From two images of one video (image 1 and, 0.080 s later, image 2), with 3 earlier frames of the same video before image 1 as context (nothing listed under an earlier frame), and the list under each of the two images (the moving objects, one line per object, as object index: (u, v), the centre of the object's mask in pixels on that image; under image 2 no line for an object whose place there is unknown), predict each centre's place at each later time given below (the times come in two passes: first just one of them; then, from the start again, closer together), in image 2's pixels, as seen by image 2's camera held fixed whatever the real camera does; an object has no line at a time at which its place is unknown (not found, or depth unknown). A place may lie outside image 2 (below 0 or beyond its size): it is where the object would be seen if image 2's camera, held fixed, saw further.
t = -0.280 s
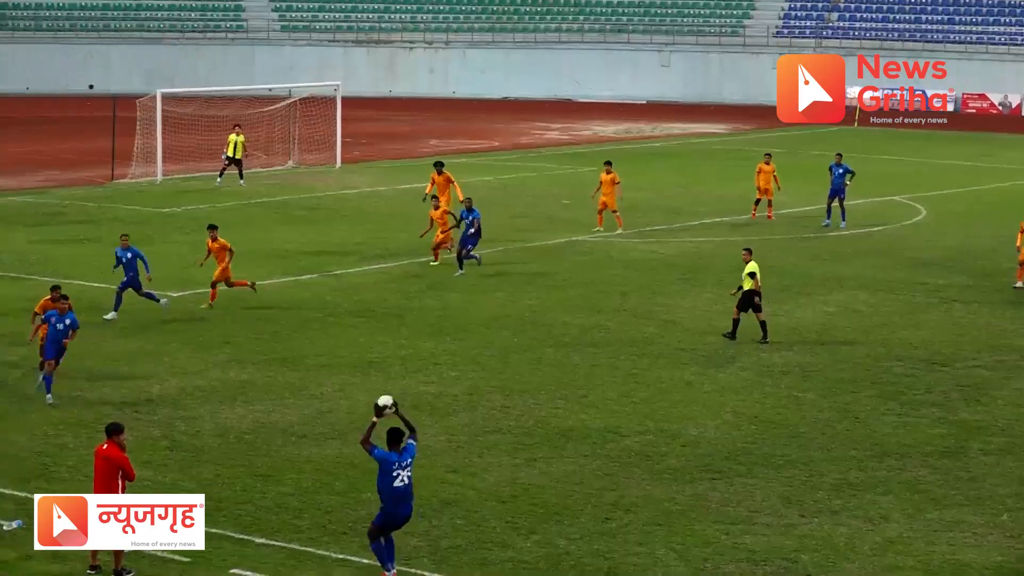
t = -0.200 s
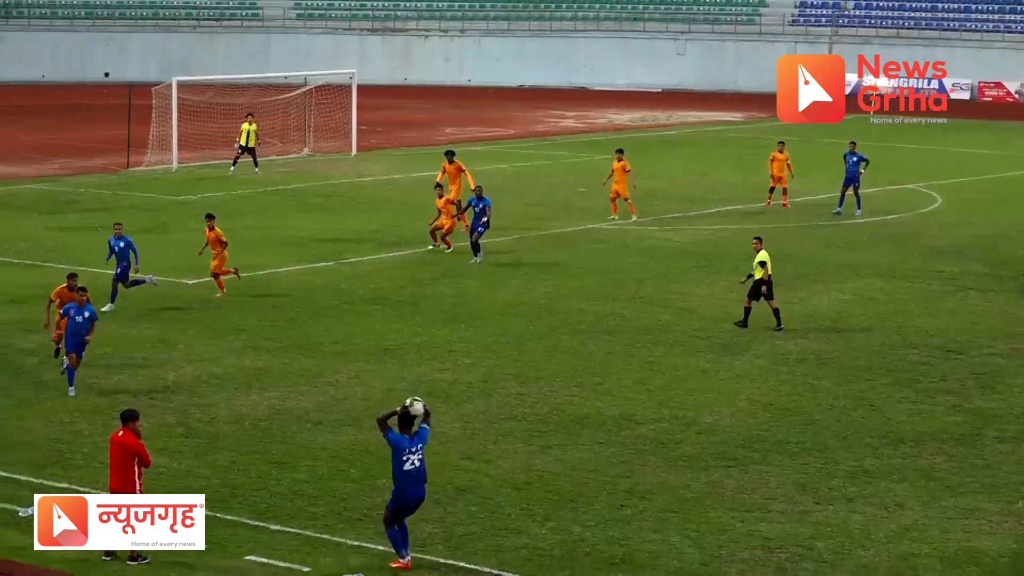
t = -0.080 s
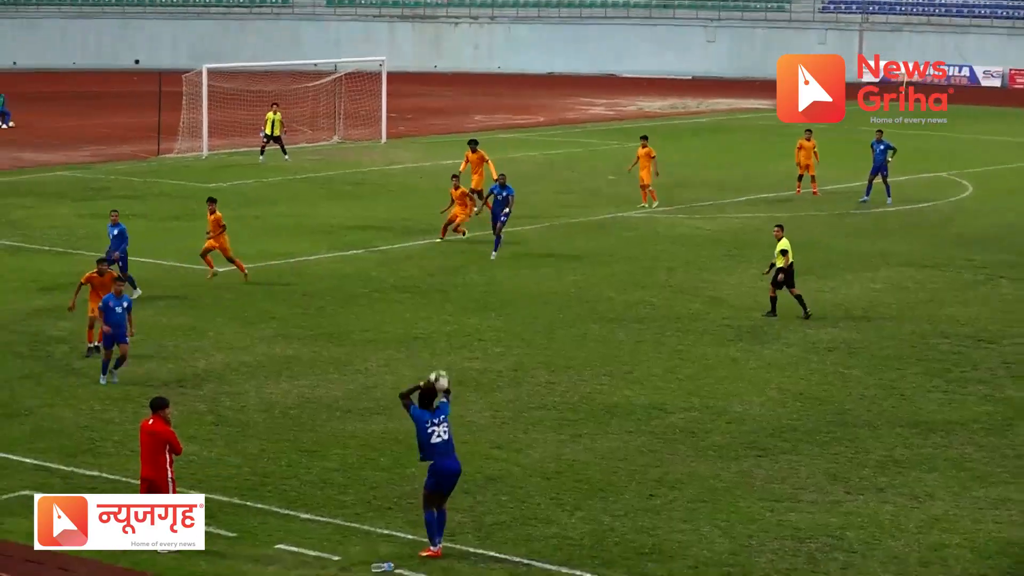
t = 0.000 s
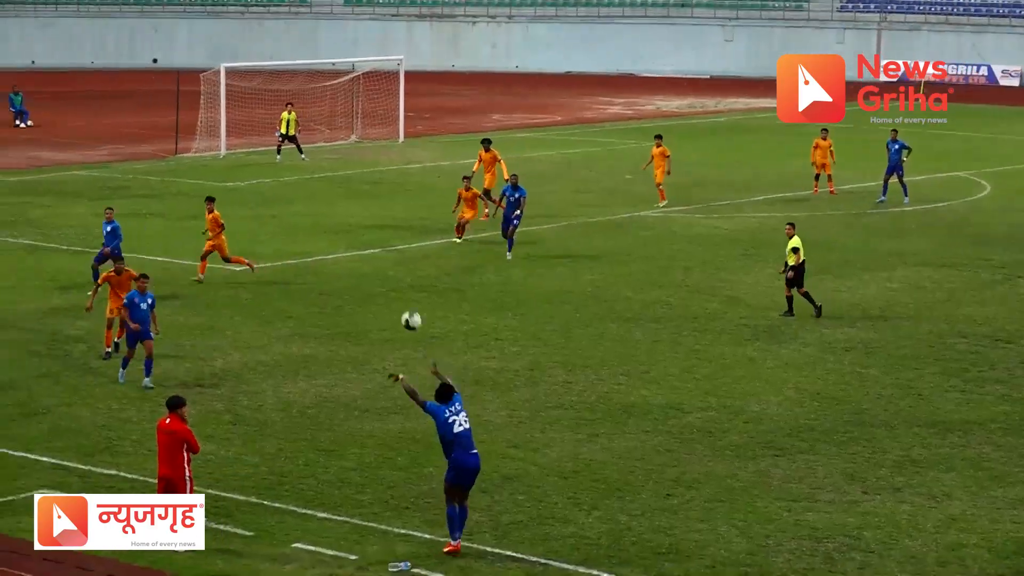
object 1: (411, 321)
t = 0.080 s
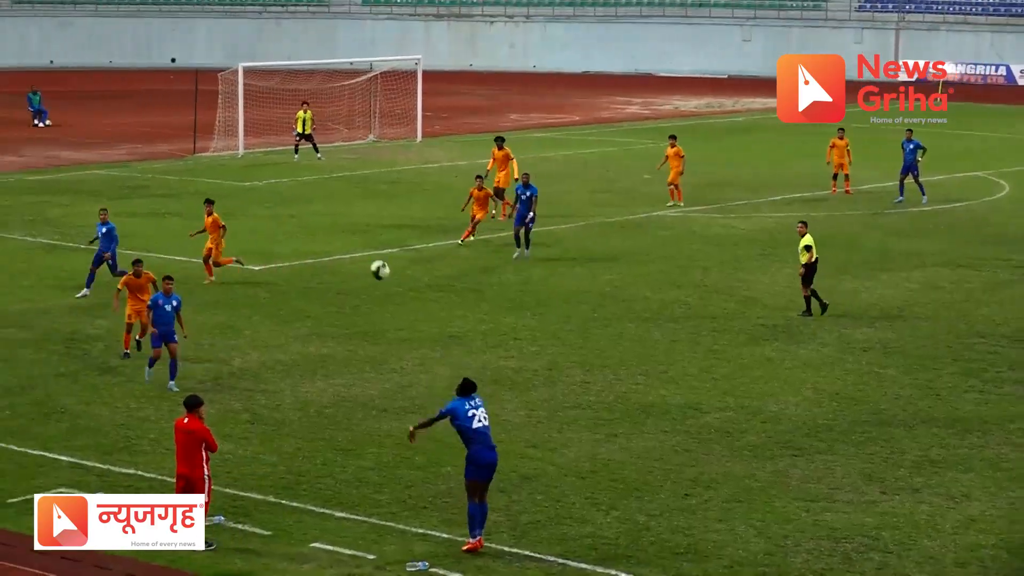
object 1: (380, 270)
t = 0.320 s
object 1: (247, 169)
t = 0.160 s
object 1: (334, 229)
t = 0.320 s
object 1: (247, 169)
